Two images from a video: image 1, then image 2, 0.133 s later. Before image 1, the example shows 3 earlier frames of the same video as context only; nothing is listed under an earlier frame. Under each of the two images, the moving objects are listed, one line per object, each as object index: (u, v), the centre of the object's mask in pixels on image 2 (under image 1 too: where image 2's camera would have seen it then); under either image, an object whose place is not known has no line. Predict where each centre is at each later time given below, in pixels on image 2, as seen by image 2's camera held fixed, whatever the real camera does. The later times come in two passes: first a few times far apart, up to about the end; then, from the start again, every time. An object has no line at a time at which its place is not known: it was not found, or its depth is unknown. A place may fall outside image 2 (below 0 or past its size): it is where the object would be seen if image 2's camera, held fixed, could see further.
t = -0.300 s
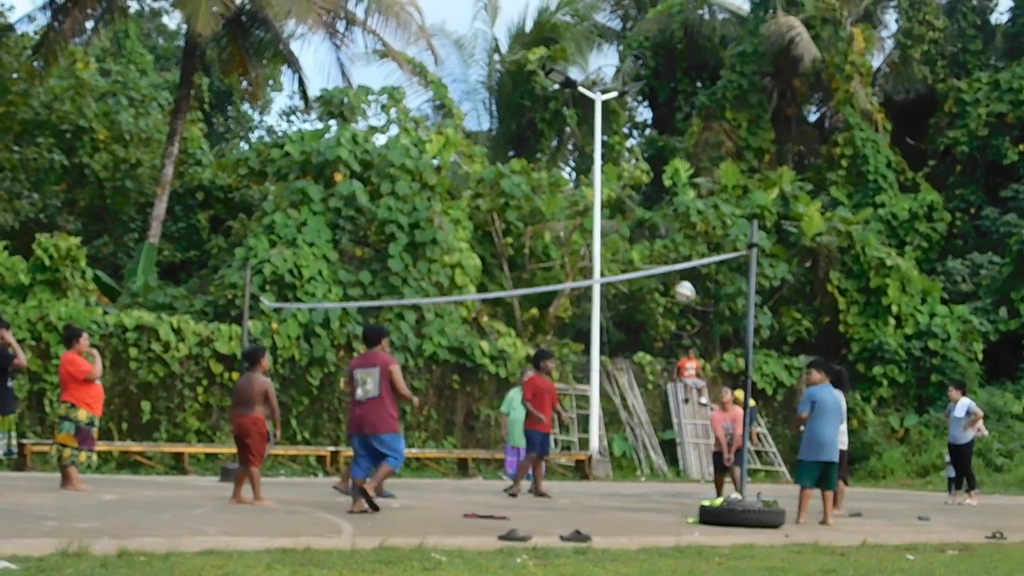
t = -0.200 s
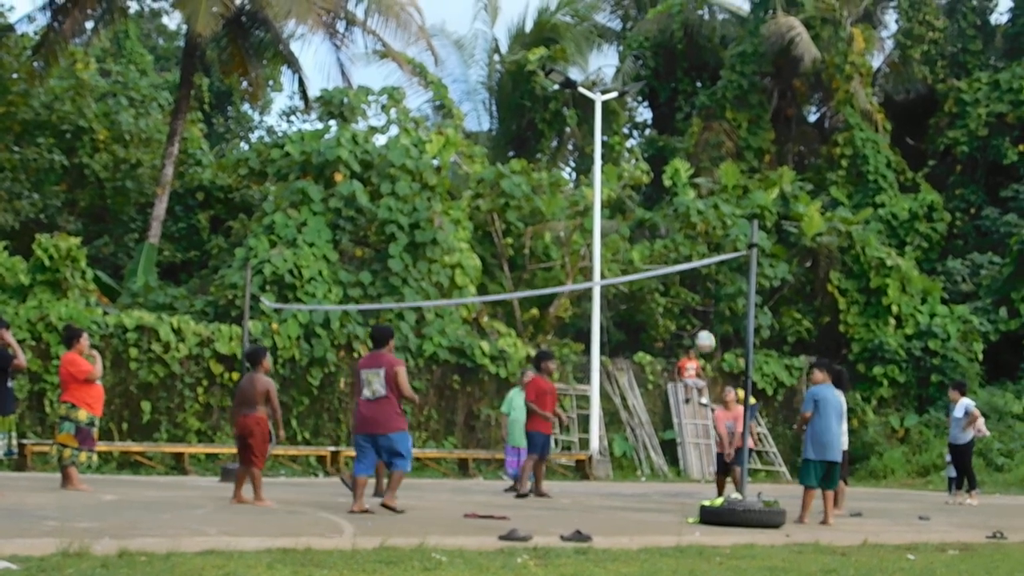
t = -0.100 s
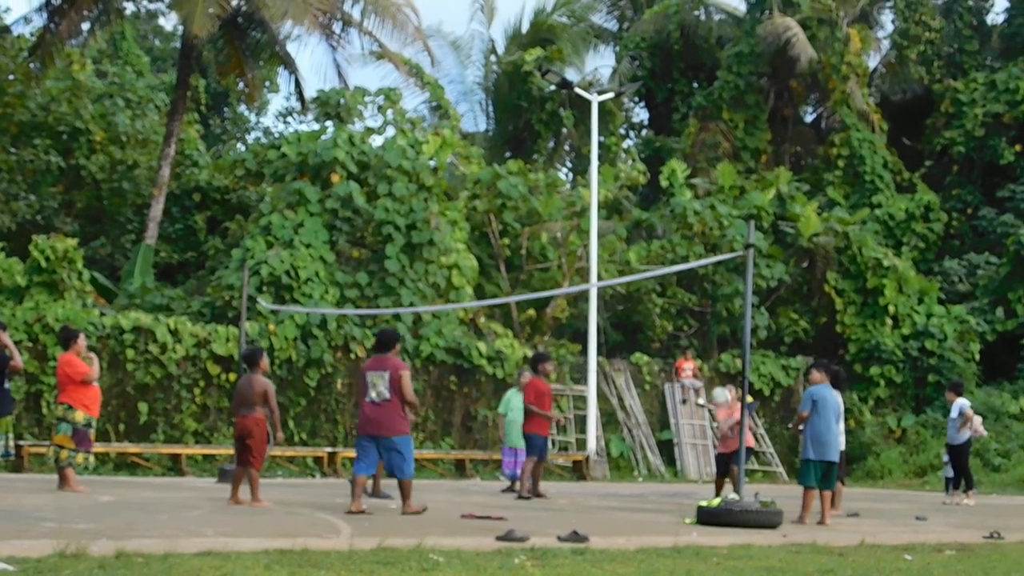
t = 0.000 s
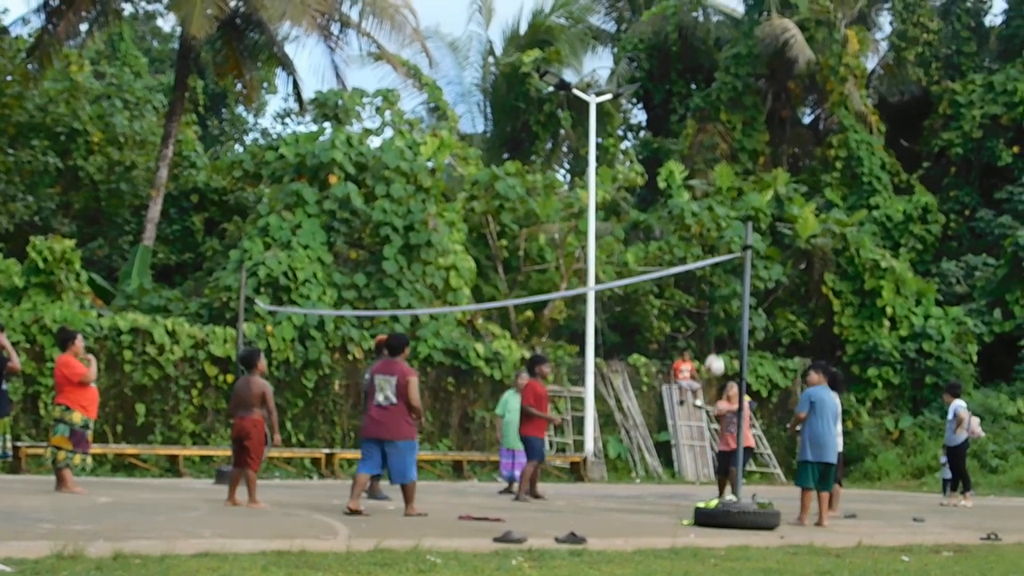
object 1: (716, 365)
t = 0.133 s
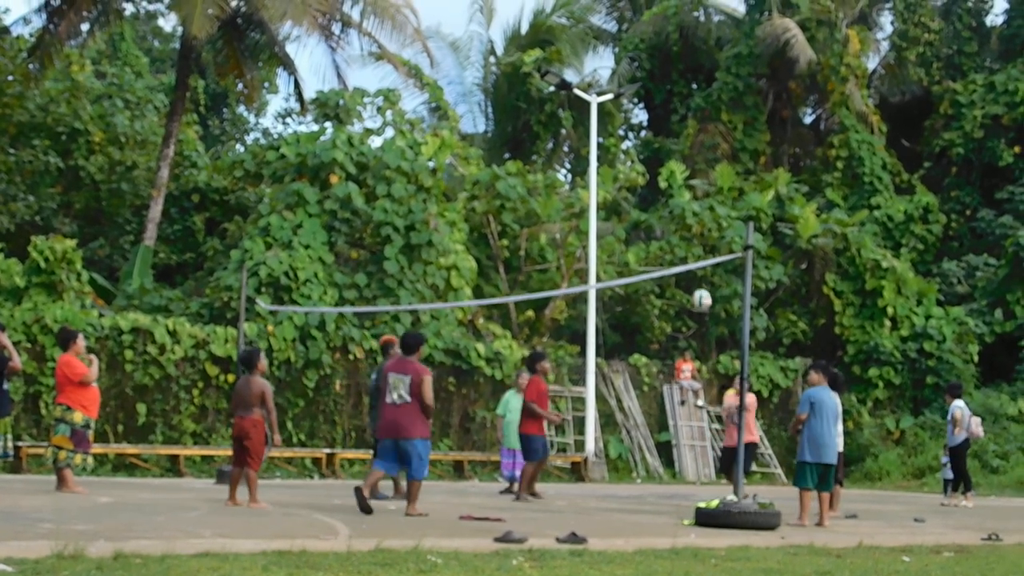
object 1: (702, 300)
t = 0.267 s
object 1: (687, 251)
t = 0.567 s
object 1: (654, 206)
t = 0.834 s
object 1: (622, 234)
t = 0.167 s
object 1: (698, 286)
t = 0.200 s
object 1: (695, 275)
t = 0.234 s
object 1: (691, 261)
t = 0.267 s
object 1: (687, 251)
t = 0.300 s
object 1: (684, 241)
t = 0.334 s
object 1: (679, 234)
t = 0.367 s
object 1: (676, 228)
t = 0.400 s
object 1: (672, 222)
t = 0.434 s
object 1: (669, 217)
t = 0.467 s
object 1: (665, 212)
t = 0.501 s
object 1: (660, 209)
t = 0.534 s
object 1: (657, 207)
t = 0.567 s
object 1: (654, 206)
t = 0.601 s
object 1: (649, 207)
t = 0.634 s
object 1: (646, 207)
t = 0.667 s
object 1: (642, 210)
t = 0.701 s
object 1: (638, 212)
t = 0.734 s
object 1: (634, 215)
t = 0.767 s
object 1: (630, 221)
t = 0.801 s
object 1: (626, 227)
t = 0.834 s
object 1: (622, 234)
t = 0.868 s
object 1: (618, 241)
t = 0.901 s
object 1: (614, 251)
